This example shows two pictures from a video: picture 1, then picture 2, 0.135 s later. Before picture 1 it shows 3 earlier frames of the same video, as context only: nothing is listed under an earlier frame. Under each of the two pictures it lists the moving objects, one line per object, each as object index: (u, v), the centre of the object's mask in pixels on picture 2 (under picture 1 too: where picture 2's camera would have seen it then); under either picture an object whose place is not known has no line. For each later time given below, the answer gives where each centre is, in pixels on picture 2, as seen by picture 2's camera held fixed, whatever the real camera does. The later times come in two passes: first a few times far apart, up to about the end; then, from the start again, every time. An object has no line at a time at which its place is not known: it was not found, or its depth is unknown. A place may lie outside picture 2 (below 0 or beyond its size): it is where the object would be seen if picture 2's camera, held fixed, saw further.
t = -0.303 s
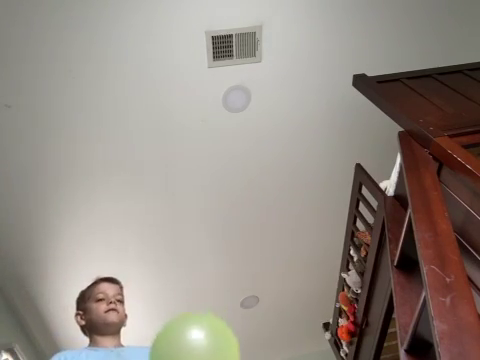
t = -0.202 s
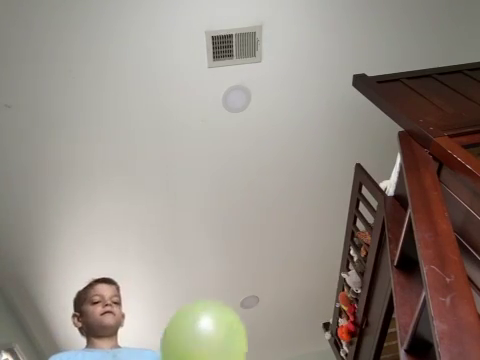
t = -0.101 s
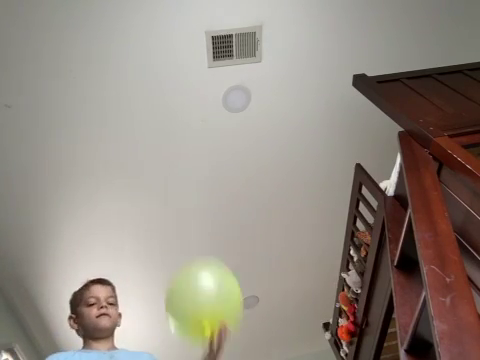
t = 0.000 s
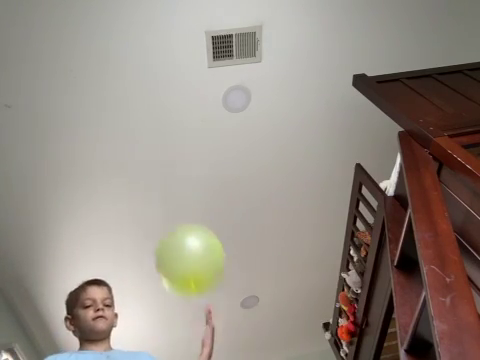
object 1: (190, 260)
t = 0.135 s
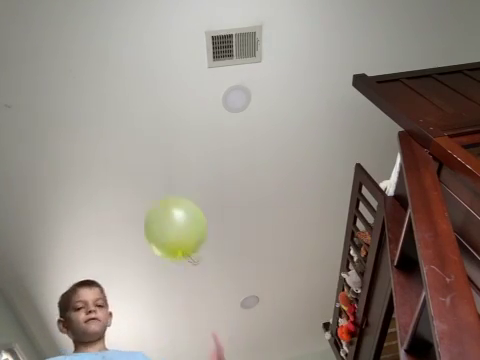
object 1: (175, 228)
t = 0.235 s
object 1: (166, 216)
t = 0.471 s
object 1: (154, 216)
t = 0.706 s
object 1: (152, 241)
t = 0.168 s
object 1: (172, 223)
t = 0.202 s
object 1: (169, 219)
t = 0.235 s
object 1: (166, 216)
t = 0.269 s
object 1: (164, 214)
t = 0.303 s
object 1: (162, 213)
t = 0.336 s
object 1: (160, 213)
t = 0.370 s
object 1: (158, 213)
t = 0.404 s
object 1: (156, 214)
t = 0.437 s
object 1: (155, 215)
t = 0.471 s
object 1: (154, 216)
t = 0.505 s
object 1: (153, 218)
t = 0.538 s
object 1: (152, 221)
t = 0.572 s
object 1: (152, 224)
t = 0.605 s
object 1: (152, 227)
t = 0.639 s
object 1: (152, 231)
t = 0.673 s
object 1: (152, 235)
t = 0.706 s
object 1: (152, 241)
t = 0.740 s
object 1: (152, 247)
